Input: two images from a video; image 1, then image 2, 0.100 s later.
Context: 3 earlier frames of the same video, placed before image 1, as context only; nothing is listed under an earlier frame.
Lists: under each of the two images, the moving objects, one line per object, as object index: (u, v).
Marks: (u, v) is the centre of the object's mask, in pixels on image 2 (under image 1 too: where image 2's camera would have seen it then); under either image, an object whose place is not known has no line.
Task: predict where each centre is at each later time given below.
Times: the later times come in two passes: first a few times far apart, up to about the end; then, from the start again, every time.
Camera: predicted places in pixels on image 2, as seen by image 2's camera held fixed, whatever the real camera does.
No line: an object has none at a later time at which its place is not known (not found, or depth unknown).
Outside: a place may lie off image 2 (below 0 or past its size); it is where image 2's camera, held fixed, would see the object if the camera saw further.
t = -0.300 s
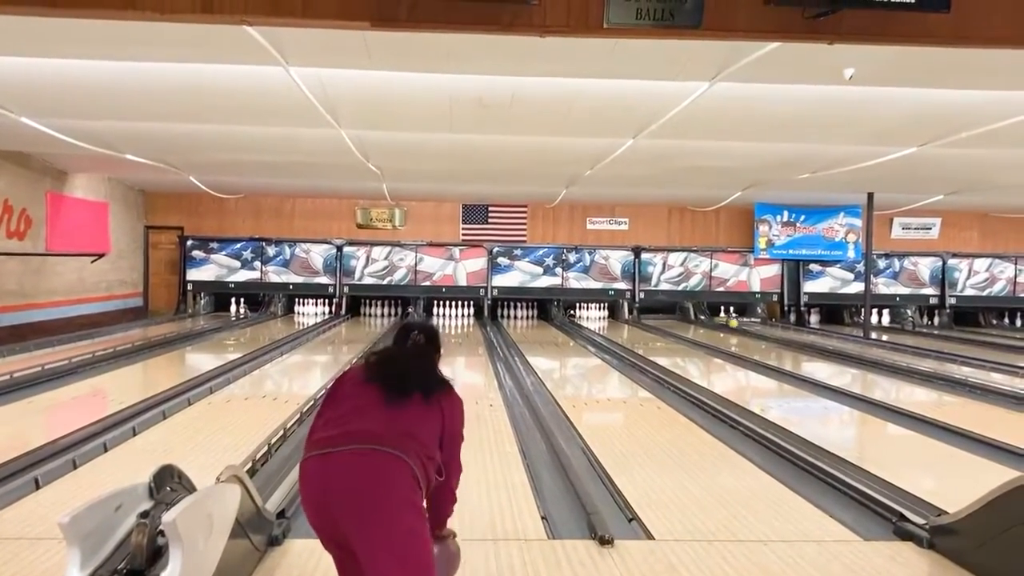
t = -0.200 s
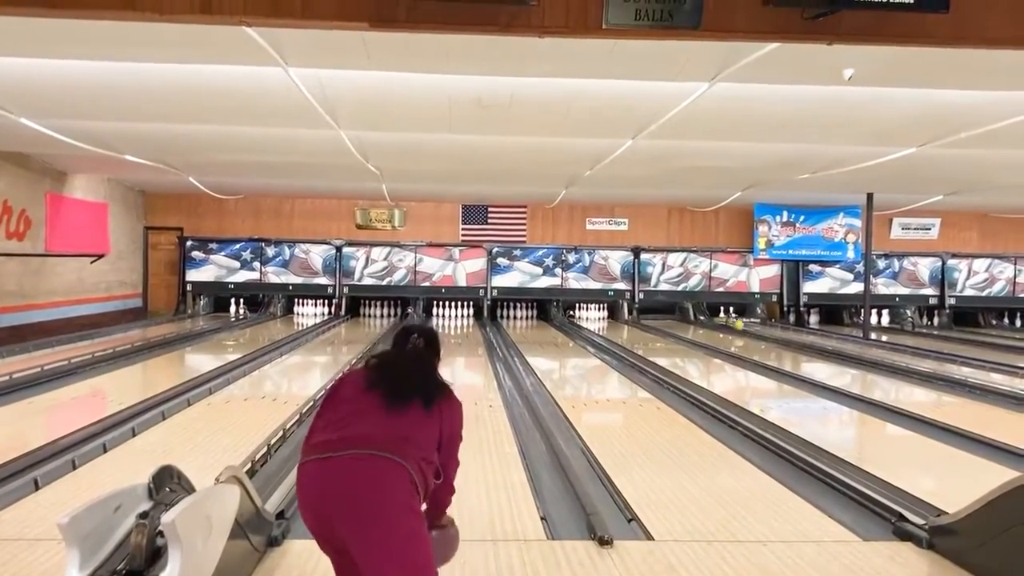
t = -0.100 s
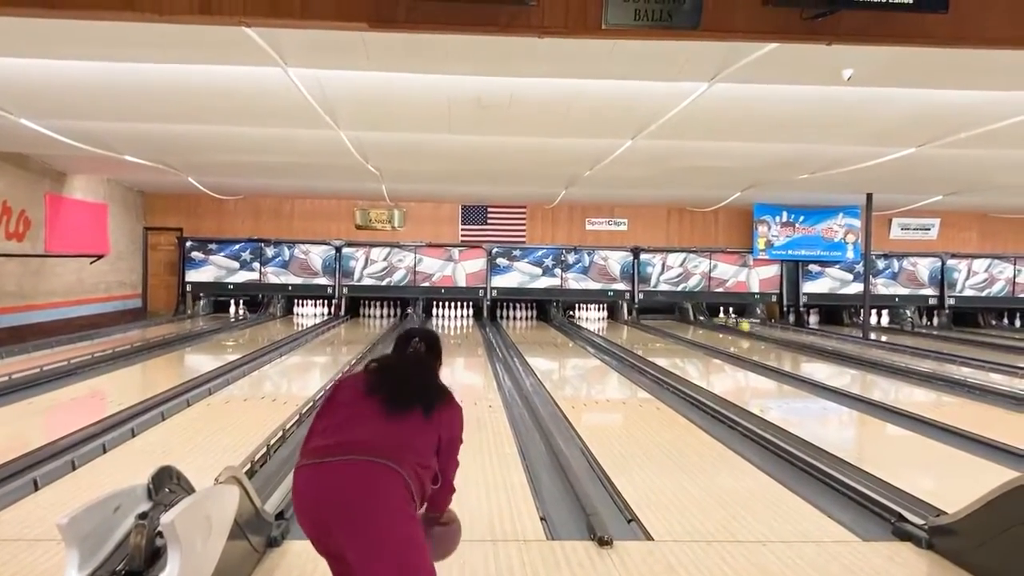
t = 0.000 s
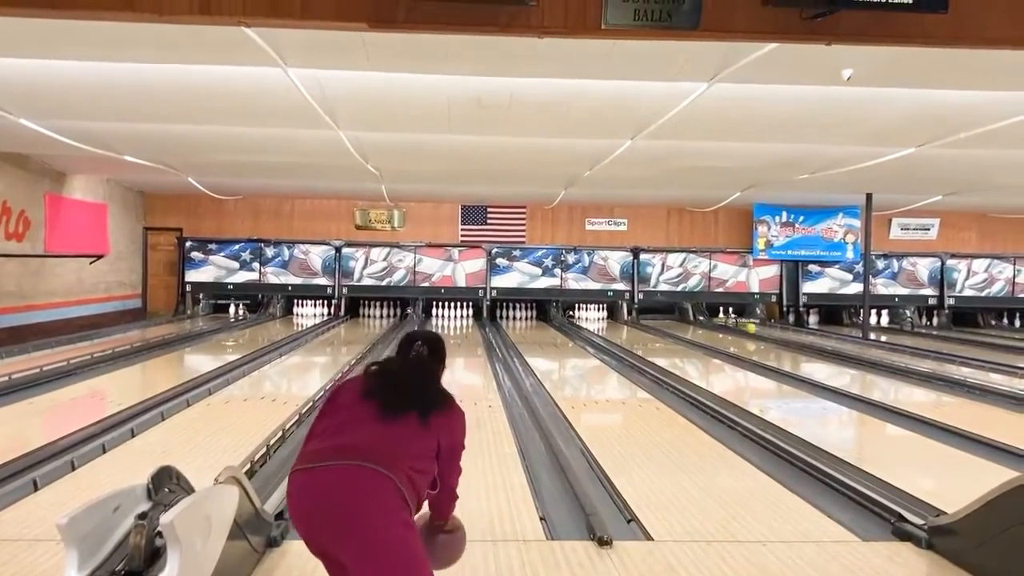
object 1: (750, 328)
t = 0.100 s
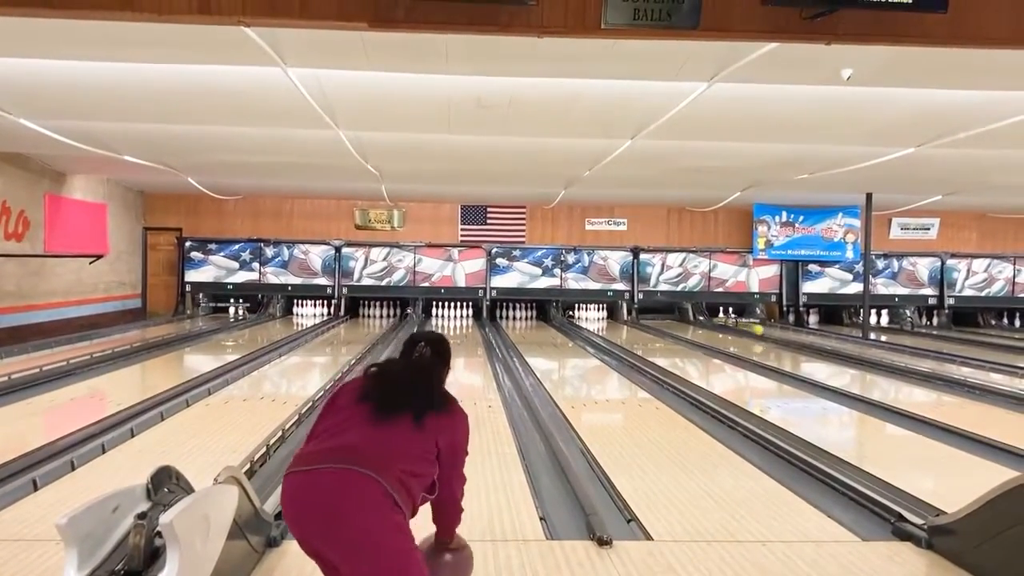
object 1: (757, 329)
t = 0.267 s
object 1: (770, 332)
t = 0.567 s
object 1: (795, 338)
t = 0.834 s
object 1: (818, 342)
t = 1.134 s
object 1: (854, 350)
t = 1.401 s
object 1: (889, 359)
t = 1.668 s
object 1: (930, 367)
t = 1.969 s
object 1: (985, 379)
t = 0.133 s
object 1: (760, 330)
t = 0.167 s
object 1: (762, 330)
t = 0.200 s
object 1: (765, 331)
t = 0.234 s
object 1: (767, 331)
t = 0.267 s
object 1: (770, 332)
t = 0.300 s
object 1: (773, 332)
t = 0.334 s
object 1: (775, 333)
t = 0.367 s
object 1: (778, 334)
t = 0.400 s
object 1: (780, 334)
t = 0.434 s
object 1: (784, 335)
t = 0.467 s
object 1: (786, 336)
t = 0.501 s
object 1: (789, 336)
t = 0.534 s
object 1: (792, 337)
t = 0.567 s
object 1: (795, 338)
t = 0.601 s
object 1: (798, 338)
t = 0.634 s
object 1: (801, 339)
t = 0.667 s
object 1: (804, 340)
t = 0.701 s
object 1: (807, 340)
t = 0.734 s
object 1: (810, 340)
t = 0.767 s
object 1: (813, 341)
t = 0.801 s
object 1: (815, 341)
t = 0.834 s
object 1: (818, 342)
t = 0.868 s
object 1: (824, 343)
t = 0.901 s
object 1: (828, 344)
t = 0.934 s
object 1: (830, 344)
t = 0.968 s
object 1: (835, 346)
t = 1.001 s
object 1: (838, 347)
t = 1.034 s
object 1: (841, 347)
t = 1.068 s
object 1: (846, 348)
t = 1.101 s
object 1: (849, 349)
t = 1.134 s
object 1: (854, 350)
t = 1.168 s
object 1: (858, 351)
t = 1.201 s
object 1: (861, 352)
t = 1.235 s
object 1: (865, 353)
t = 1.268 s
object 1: (870, 354)
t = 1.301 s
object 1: (874, 355)
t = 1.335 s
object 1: (879, 356)
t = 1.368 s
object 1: (884, 357)
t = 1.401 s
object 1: (889, 359)
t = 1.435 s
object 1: (893, 360)
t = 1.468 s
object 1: (898, 360)
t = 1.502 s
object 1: (903, 362)
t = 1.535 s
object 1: (909, 362)
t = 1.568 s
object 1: (913, 363)
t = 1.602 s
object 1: (919, 364)
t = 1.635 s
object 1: (924, 366)
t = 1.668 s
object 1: (930, 367)
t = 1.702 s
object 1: (935, 368)
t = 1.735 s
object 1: (940, 370)
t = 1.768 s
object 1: (946, 371)
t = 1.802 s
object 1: (953, 372)
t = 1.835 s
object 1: (959, 373)
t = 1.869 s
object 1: (964, 375)
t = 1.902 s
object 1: (972, 377)
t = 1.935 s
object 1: (978, 378)
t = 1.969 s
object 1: (985, 379)
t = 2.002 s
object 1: (992, 382)
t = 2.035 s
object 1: (1000, 383)
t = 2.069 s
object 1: (1008, 385)
